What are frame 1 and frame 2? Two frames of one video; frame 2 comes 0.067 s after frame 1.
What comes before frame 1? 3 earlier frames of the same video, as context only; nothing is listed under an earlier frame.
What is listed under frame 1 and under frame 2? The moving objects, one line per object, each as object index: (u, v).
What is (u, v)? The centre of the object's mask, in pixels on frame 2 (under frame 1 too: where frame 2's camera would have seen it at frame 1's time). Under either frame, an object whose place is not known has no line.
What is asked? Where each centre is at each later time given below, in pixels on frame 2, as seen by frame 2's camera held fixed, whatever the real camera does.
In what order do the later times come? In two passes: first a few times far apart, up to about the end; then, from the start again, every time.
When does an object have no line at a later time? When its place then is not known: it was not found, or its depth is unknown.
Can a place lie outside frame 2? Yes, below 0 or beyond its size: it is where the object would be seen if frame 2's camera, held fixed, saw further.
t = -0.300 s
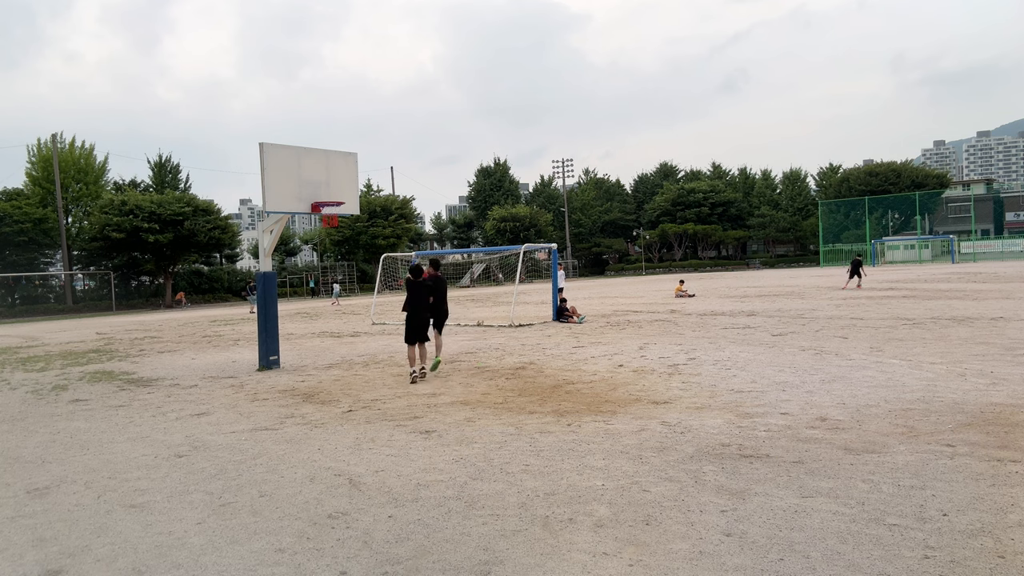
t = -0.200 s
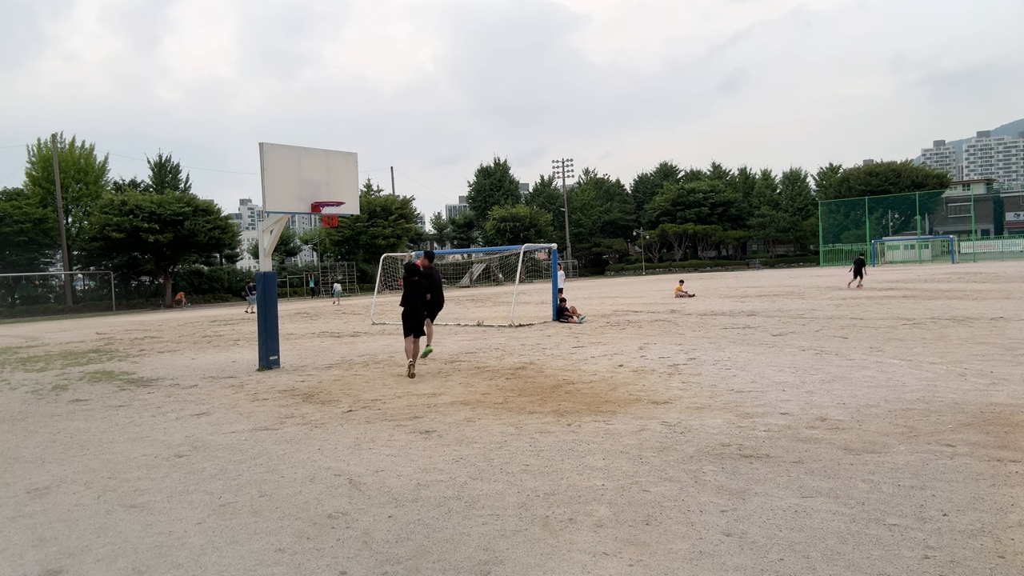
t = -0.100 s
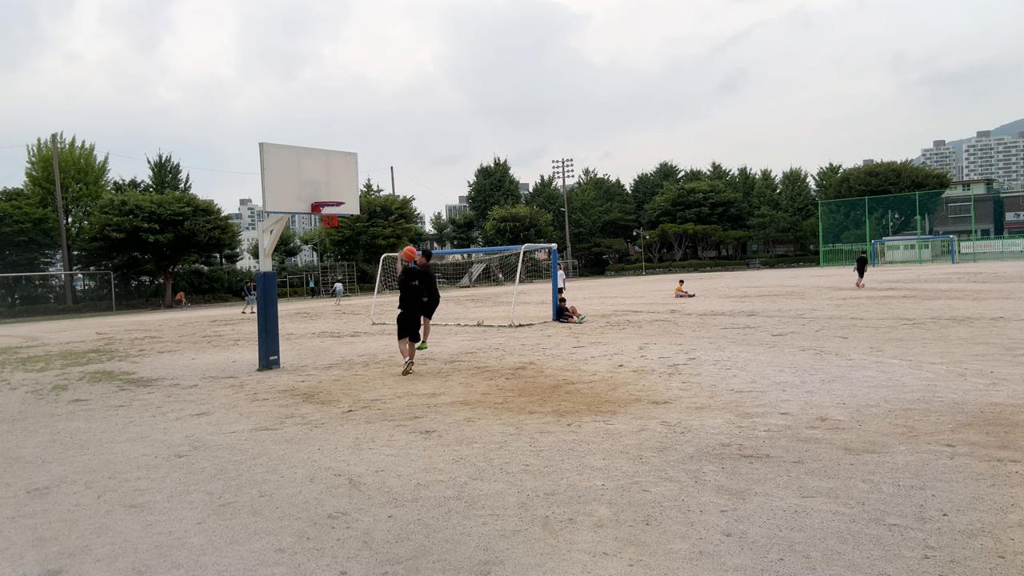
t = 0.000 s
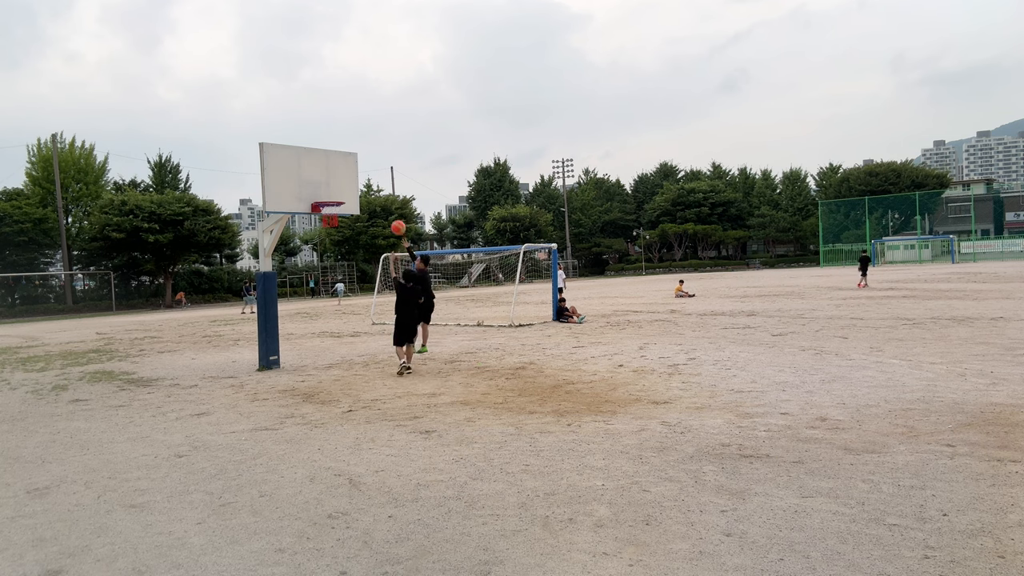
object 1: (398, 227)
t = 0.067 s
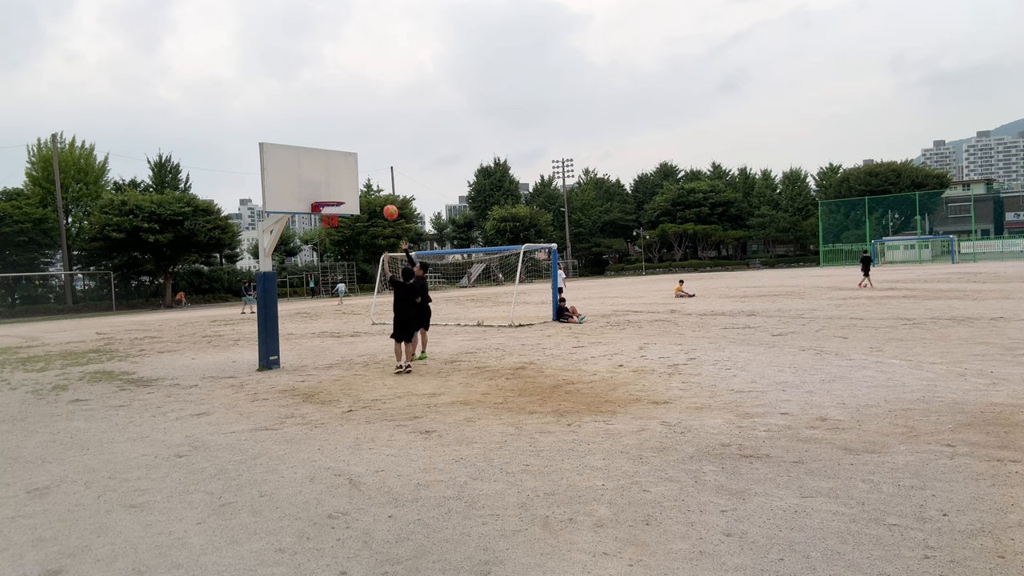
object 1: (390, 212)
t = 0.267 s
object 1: (367, 180)
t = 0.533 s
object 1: (338, 173)
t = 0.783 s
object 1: (328, 193)
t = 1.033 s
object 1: (325, 244)
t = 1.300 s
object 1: (325, 340)
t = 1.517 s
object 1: (327, 327)
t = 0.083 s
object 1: (388, 208)
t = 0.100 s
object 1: (386, 205)
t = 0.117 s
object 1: (385, 202)
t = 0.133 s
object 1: (382, 199)
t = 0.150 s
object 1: (380, 196)
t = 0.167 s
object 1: (379, 193)
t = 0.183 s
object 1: (377, 190)
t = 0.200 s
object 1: (375, 188)
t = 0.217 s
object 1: (373, 186)
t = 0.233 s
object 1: (371, 184)
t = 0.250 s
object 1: (369, 182)
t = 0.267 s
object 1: (367, 180)
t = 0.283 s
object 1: (365, 178)
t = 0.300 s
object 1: (363, 177)
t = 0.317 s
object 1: (361, 175)
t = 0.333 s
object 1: (360, 174)
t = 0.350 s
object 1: (358, 173)
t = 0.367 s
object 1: (356, 173)
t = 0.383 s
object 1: (354, 172)
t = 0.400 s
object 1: (352, 171)
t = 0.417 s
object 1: (350, 171)
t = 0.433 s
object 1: (349, 171)
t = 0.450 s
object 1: (347, 171)
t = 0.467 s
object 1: (345, 171)
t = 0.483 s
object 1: (343, 171)
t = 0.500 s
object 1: (341, 172)
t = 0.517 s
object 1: (340, 173)
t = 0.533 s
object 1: (338, 173)
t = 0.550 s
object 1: (336, 174)
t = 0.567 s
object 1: (334, 175)
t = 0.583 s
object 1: (333, 176)
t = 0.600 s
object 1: (333, 176)
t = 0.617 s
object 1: (333, 177)
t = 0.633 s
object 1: (332, 178)
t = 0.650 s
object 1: (332, 179)
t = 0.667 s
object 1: (331, 180)
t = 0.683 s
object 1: (331, 181)
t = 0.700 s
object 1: (330, 182)
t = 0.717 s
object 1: (330, 184)
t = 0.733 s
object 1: (329, 186)
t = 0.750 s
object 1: (329, 188)
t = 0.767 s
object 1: (328, 190)
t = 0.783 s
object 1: (328, 193)
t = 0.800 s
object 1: (328, 195)
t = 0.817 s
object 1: (327, 196)
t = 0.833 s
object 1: (327, 197)
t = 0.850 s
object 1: (326, 199)
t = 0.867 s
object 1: (327, 205)
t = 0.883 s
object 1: (325, 208)
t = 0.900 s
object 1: (325, 212)
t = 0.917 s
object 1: (325, 216)
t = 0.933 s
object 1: (326, 219)
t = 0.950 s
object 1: (325, 223)
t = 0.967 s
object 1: (326, 227)
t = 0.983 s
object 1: (325, 231)
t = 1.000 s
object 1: (326, 235)
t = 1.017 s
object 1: (326, 240)
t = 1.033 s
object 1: (325, 244)
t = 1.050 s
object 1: (326, 249)
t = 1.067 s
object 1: (325, 254)
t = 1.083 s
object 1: (326, 259)
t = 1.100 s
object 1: (326, 264)
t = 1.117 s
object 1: (326, 269)
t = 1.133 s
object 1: (325, 275)
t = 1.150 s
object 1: (325, 280)
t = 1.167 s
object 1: (326, 286)
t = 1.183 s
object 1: (325, 292)
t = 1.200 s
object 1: (325, 298)
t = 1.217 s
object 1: (325, 305)
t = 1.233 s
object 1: (326, 312)
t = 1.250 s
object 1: (326, 319)
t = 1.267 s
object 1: (325, 326)
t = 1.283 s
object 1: (325, 333)
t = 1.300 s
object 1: (325, 340)
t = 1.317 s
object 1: (325, 348)
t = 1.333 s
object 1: (325, 356)
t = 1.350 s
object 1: (325, 364)
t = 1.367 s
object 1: (326, 372)
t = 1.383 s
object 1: (326, 373)
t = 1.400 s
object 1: (326, 367)
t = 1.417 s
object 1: (326, 361)
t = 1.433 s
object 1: (326, 355)
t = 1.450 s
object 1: (326, 349)
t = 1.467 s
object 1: (327, 343)
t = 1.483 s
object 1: (327, 337)
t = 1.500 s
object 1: (327, 332)
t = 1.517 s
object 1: (327, 327)
